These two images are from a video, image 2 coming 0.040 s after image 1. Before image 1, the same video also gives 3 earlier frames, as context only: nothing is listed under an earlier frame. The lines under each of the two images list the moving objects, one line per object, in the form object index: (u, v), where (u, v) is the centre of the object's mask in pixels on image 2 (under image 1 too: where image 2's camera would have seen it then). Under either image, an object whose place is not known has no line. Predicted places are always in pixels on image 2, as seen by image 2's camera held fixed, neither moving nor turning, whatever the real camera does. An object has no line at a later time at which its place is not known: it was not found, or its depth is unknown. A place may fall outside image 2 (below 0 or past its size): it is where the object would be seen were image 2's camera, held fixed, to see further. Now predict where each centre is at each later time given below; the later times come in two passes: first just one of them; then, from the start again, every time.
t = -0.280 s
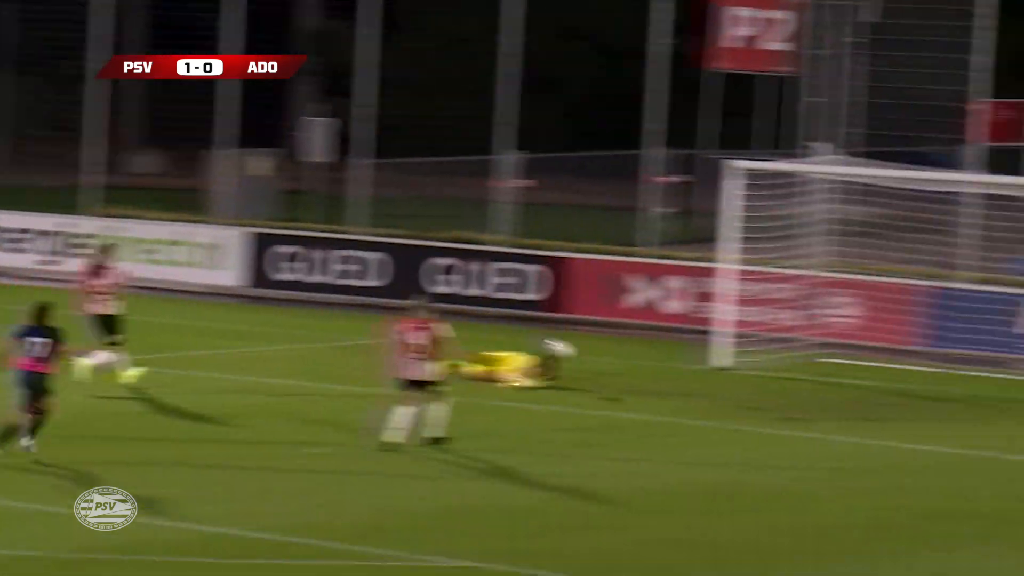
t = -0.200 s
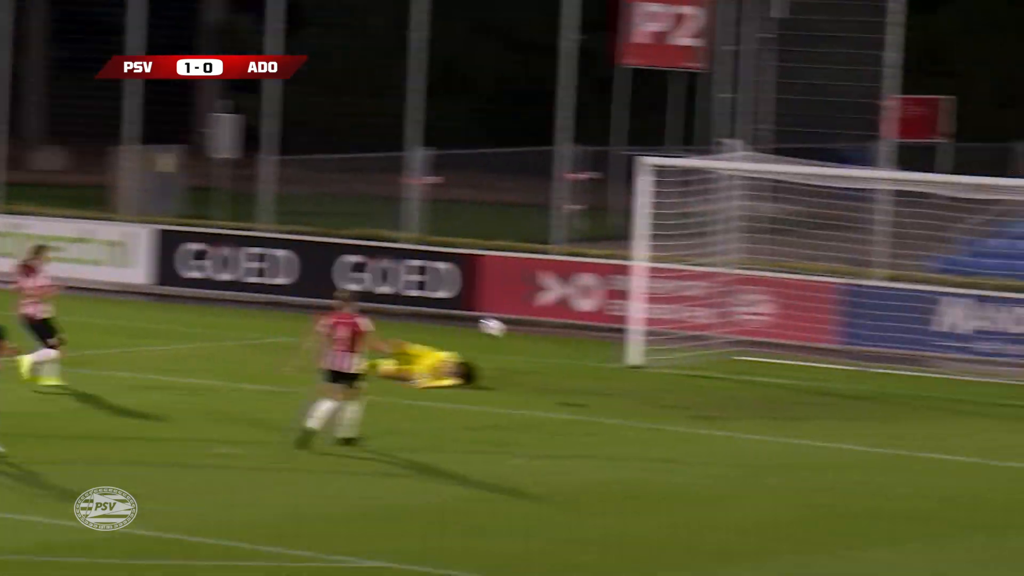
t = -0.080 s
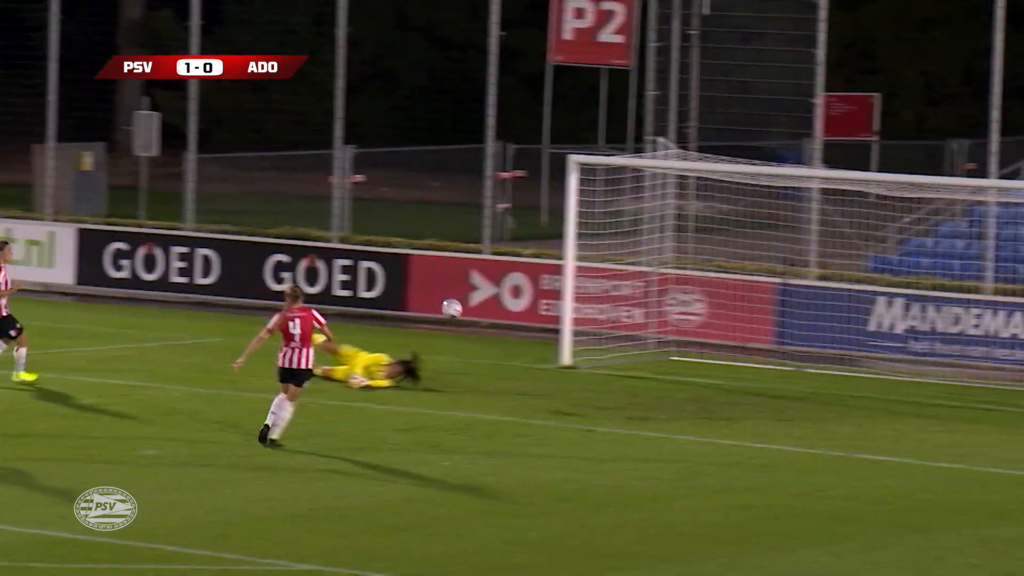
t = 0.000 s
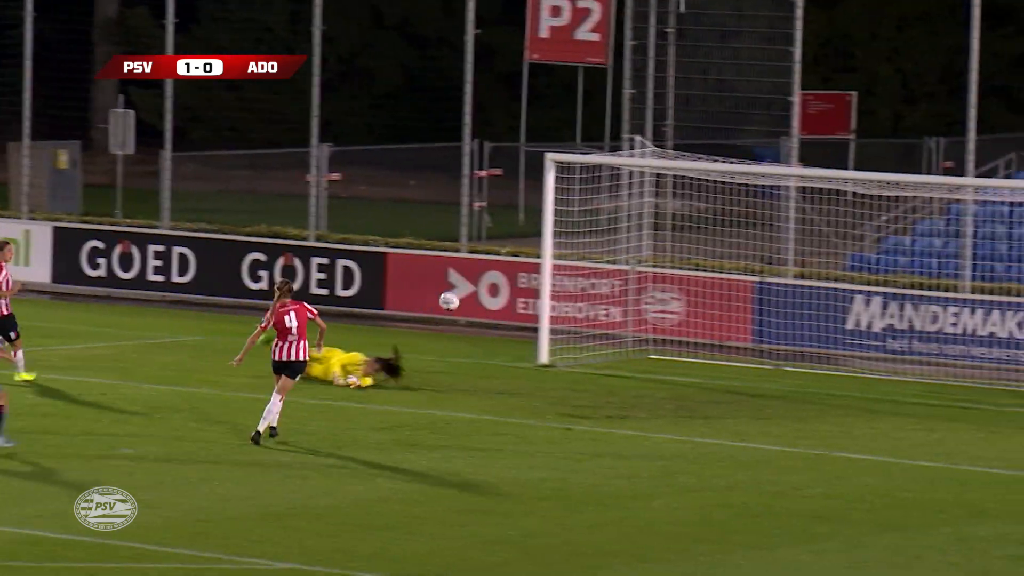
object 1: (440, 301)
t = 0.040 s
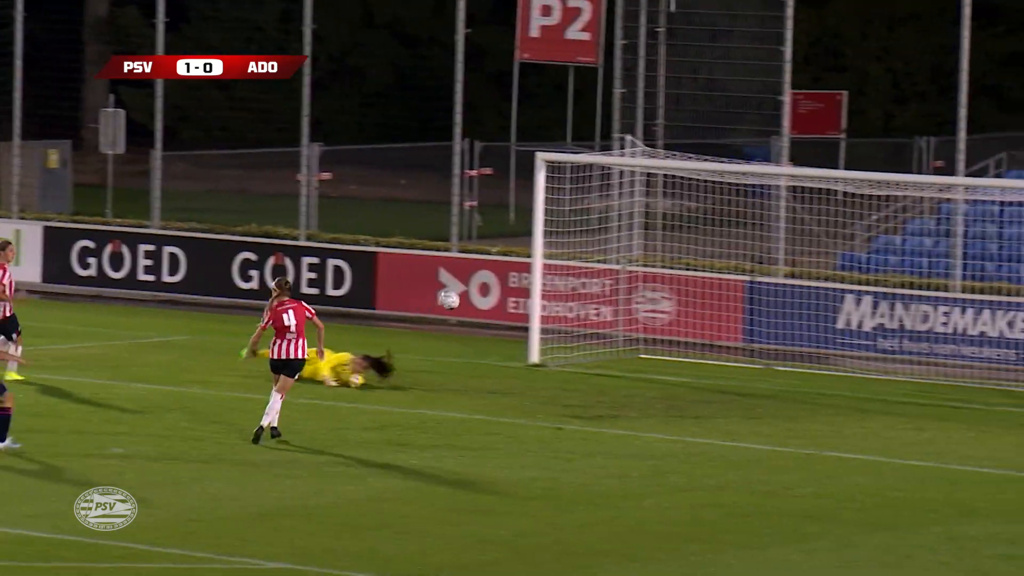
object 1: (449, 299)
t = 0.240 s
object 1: (496, 315)
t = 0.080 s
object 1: (459, 300)
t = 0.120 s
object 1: (468, 302)
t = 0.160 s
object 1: (478, 305)
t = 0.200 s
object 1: (488, 310)
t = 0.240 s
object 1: (496, 315)
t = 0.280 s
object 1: (506, 323)
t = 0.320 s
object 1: (515, 332)
